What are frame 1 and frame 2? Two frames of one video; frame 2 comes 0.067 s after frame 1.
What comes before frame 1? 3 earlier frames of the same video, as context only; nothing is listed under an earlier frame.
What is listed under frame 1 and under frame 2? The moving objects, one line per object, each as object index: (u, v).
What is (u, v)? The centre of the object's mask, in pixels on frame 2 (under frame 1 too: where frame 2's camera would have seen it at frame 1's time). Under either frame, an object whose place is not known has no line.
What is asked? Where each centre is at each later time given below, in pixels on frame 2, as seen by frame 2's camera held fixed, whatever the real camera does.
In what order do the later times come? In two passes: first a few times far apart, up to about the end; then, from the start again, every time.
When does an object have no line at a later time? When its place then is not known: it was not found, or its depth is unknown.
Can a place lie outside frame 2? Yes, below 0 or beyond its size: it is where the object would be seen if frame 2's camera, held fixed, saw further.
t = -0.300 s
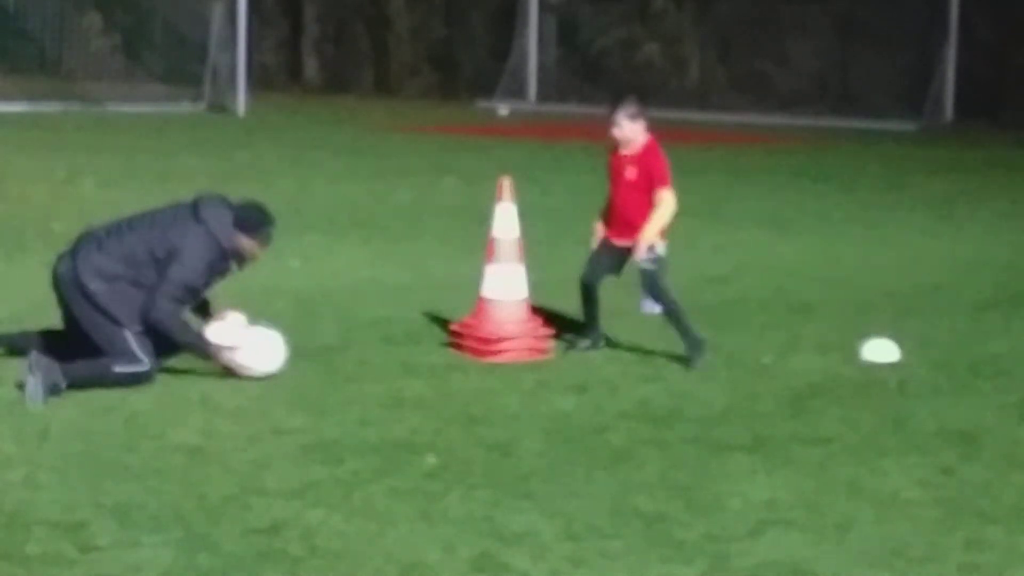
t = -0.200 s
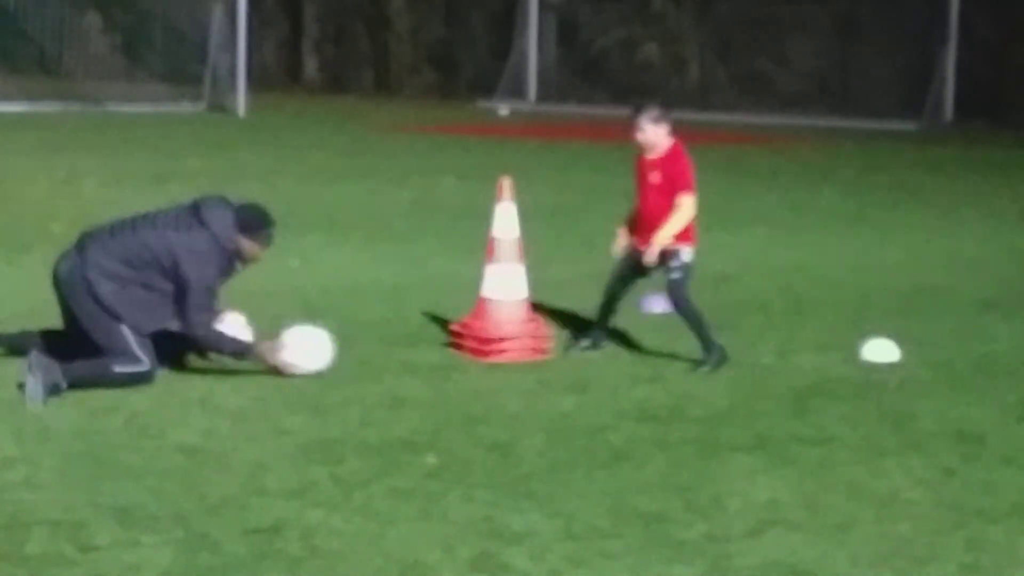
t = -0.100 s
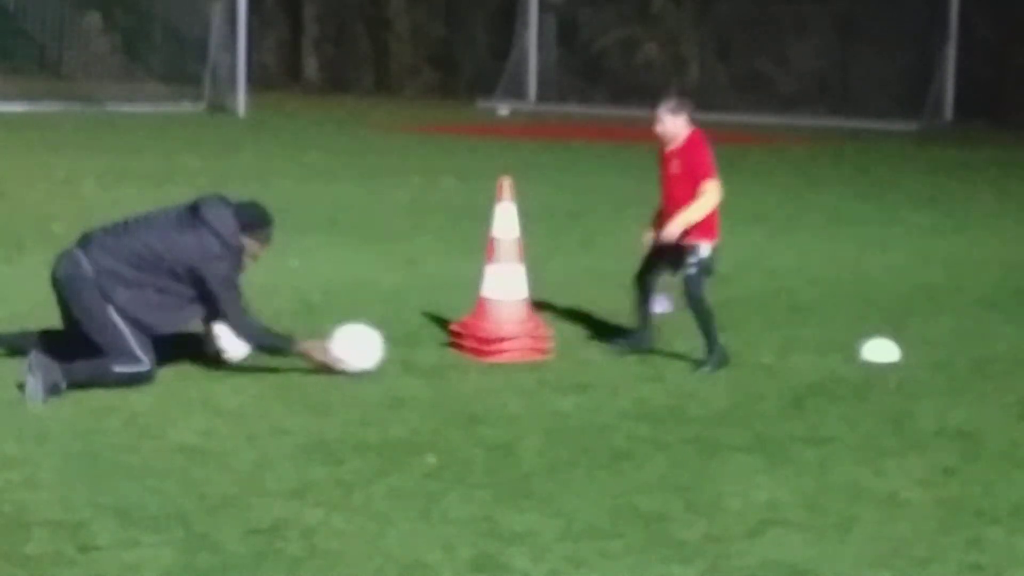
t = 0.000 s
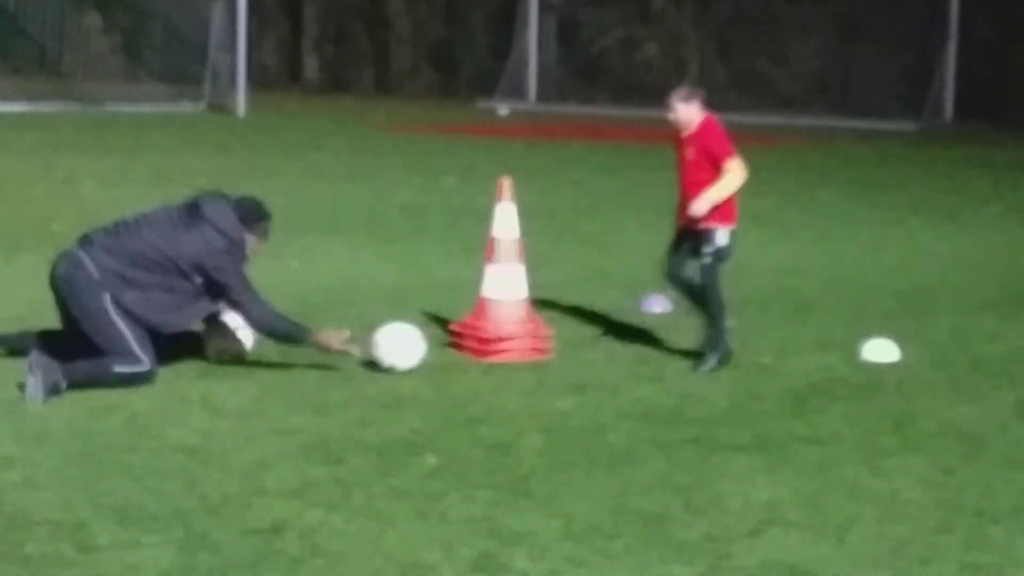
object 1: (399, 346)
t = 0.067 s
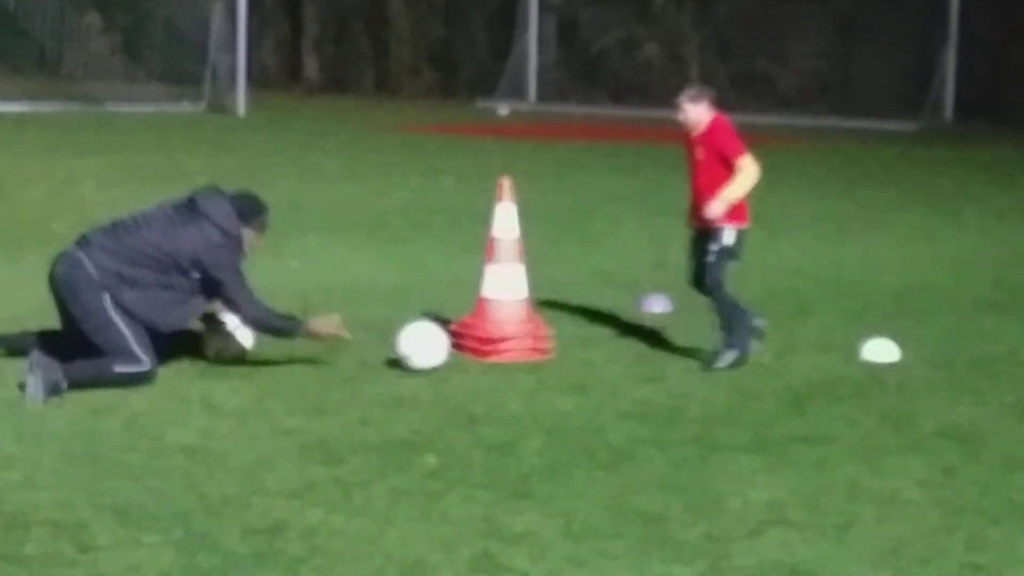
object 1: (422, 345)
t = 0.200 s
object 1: (463, 344)
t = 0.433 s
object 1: (532, 343)
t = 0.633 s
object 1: (585, 342)
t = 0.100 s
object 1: (433, 346)
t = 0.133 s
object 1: (443, 345)
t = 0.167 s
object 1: (453, 345)
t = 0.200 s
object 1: (463, 344)
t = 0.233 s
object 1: (473, 344)
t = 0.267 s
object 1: (483, 345)
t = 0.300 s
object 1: (493, 344)
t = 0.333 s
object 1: (503, 344)
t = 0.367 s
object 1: (513, 344)
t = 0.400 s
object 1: (522, 344)
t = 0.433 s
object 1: (532, 343)
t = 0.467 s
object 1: (541, 344)
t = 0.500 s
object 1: (550, 343)
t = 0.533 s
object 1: (559, 343)
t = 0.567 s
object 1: (567, 342)
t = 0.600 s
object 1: (576, 342)
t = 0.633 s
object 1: (585, 342)
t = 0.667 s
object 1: (593, 342)
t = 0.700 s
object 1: (601, 342)
